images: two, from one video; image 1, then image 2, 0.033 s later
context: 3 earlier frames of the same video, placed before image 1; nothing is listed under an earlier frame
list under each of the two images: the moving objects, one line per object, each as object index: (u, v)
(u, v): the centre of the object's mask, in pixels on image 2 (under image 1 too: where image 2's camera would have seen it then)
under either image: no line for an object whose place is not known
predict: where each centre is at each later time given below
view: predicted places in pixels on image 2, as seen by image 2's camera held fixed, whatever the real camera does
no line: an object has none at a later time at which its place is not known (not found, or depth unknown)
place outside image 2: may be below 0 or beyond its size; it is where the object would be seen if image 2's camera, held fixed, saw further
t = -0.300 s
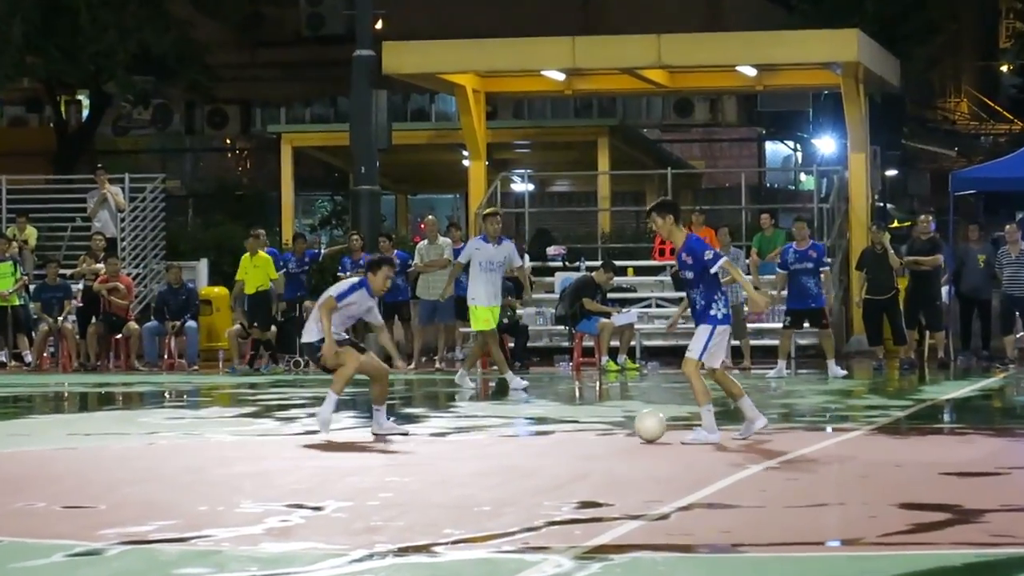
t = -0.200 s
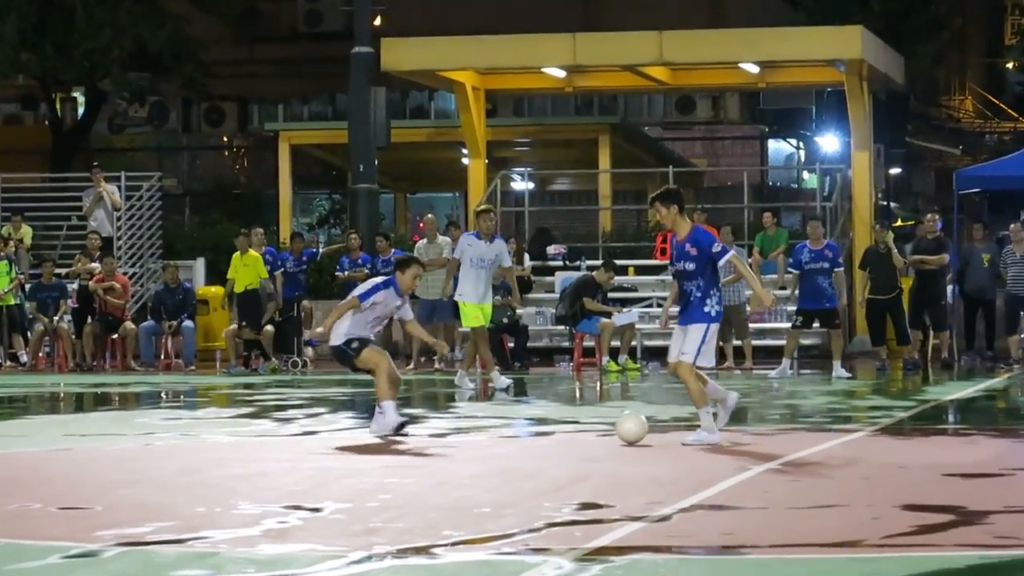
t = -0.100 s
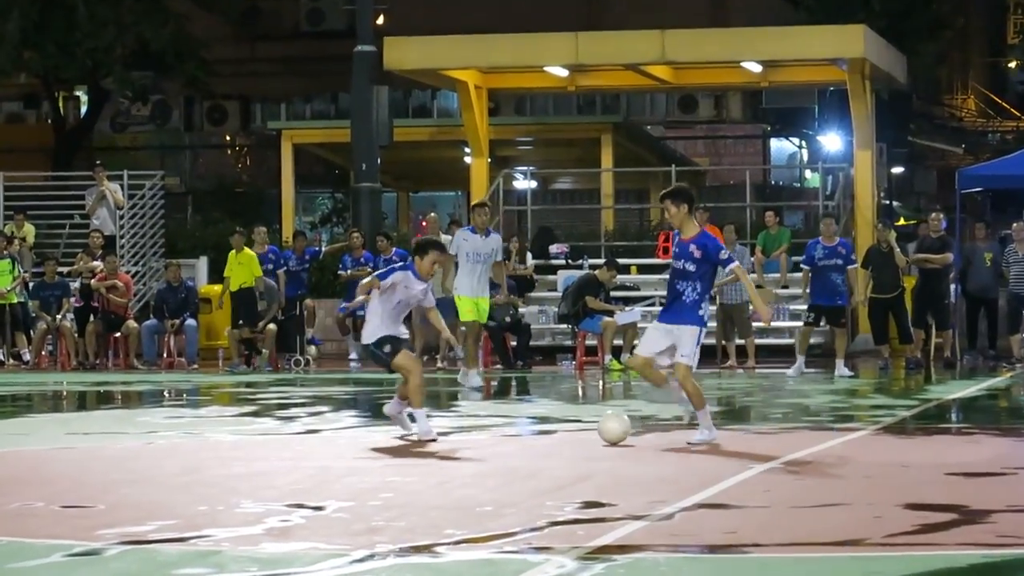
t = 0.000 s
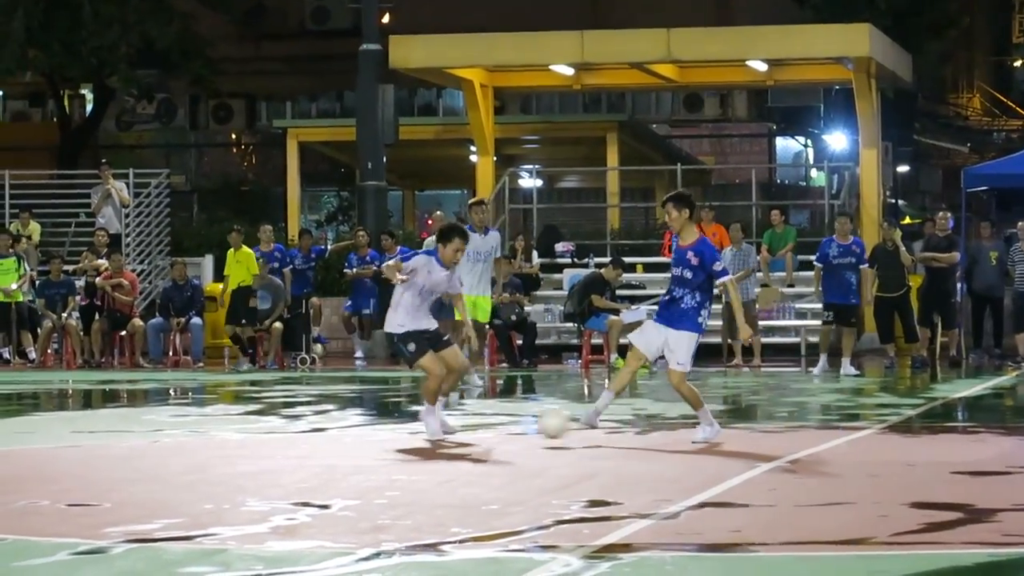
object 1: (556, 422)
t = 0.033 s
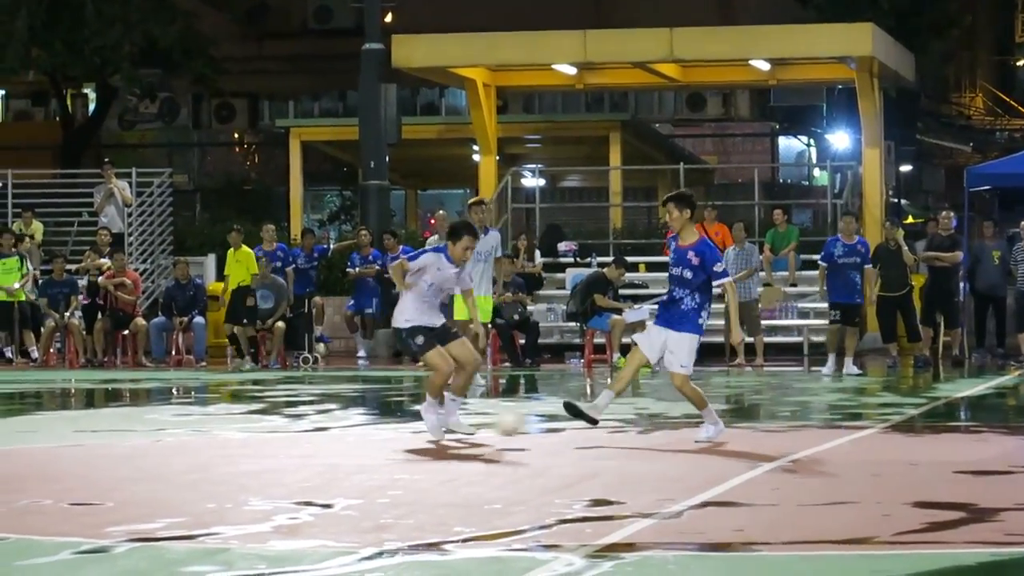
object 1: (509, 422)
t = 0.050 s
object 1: (484, 421)
